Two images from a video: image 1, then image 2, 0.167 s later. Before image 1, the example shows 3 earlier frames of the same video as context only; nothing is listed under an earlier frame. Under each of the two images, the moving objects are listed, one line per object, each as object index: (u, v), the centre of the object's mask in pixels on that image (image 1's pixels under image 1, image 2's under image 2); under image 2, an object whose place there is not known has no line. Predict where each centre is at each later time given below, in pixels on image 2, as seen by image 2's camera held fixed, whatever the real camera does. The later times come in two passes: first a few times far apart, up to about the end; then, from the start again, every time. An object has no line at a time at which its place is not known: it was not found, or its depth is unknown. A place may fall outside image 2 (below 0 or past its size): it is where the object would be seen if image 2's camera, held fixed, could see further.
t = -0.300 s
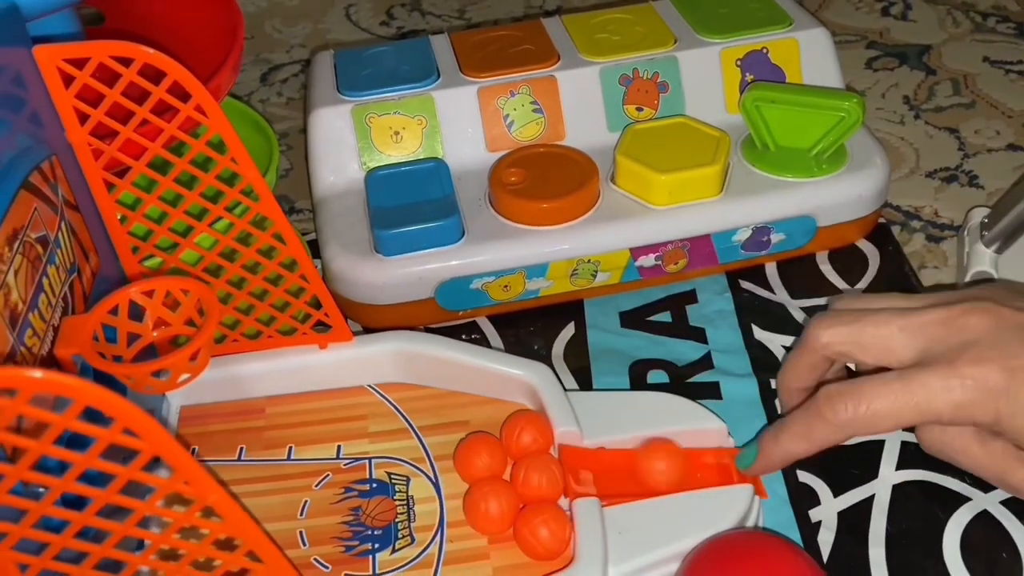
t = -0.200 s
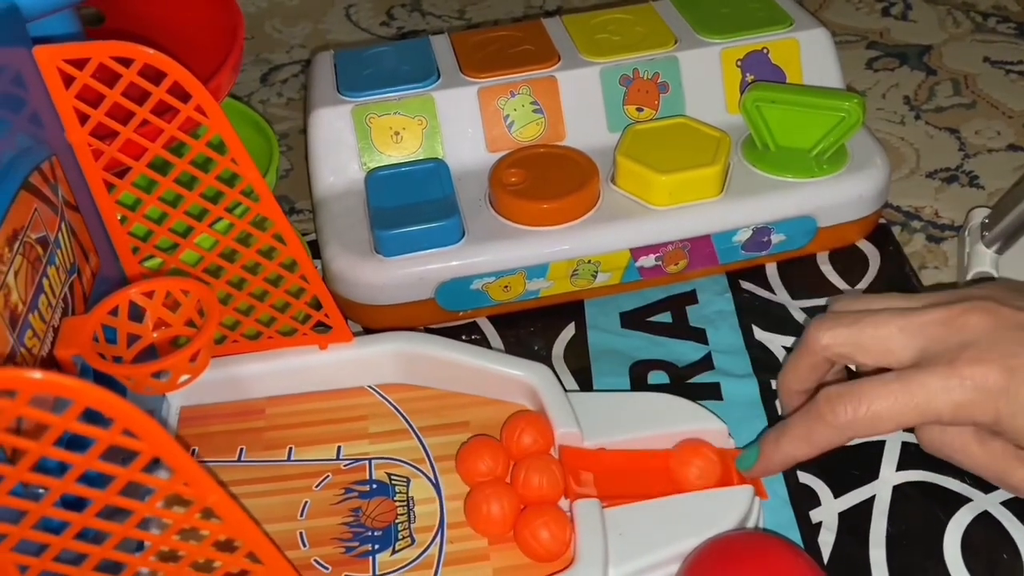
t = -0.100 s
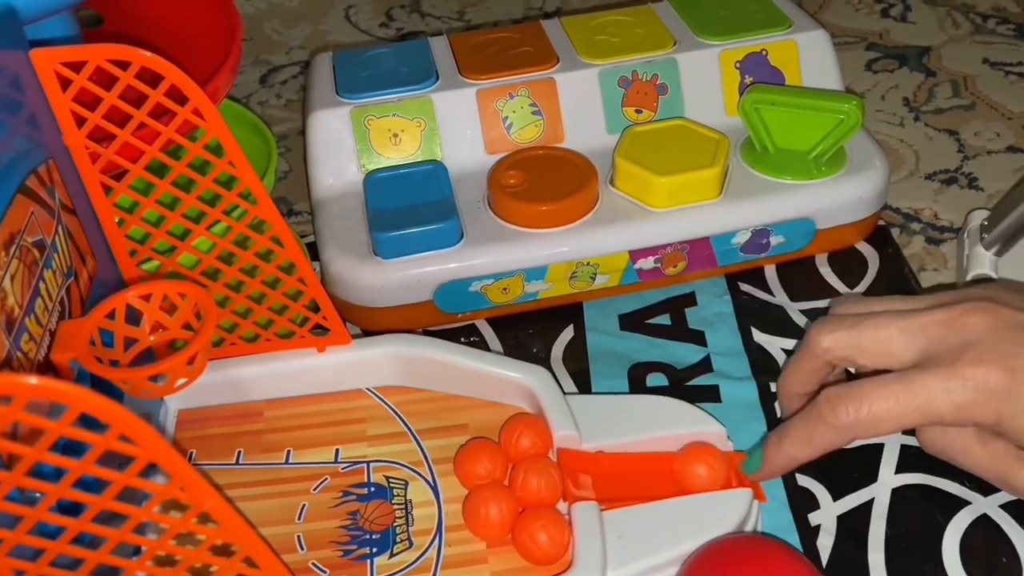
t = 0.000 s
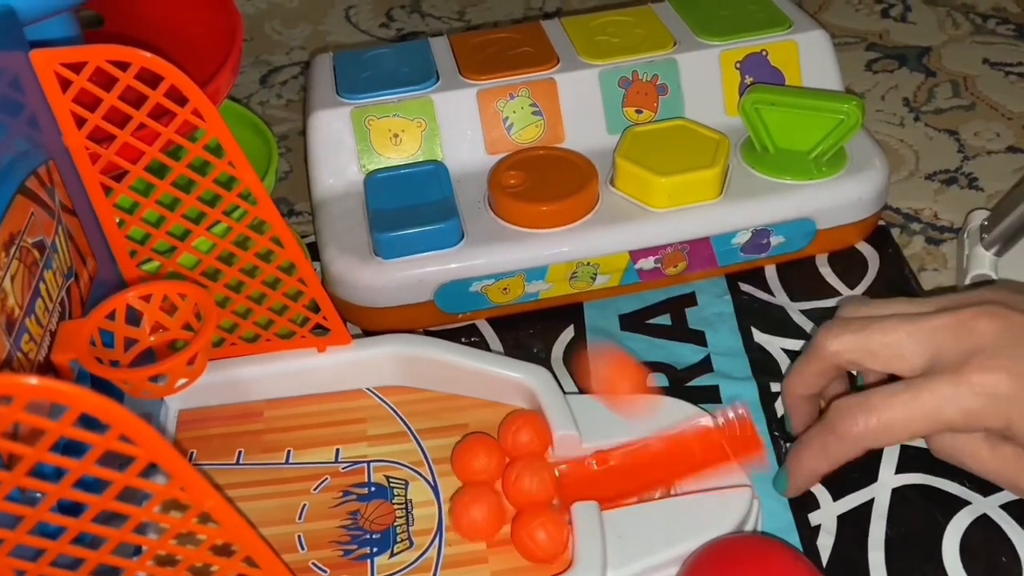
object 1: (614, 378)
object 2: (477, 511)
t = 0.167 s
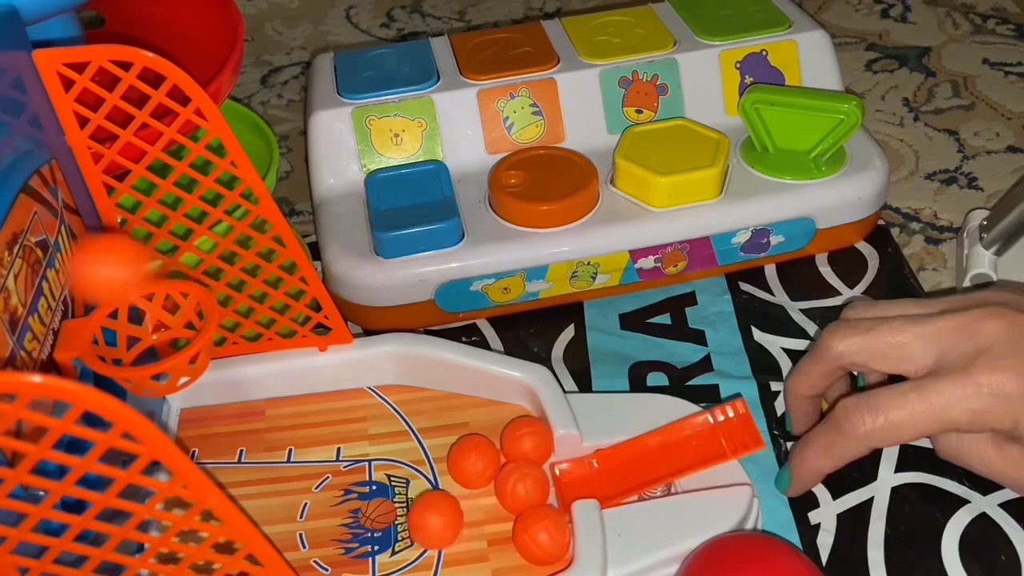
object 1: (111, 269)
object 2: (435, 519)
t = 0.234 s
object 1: (165, 318)
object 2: (423, 510)
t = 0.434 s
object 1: (157, 344)
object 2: (394, 491)
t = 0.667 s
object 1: (248, 490)
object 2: (383, 509)
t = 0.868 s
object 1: (348, 552)
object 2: (401, 518)
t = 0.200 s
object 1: (164, 286)
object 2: (429, 515)
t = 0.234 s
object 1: (165, 318)
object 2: (423, 510)
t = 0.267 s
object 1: (135, 335)
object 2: (418, 505)
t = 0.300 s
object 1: (153, 328)
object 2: (413, 501)
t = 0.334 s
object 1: (162, 336)
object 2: (409, 496)
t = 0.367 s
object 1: (150, 340)
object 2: (404, 492)
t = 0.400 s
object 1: (164, 332)
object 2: (399, 491)
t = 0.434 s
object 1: (157, 344)
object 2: (394, 491)
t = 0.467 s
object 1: (158, 338)
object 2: (390, 492)
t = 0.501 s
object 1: (158, 344)
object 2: (387, 494)
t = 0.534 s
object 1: (159, 344)
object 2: (386, 496)
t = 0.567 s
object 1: (155, 347)
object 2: (384, 499)
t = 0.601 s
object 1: (169, 349)
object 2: (383, 502)
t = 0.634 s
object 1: (209, 425)
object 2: (383, 506)
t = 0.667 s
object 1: (248, 490)
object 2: (383, 509)
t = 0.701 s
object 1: (268, 515)
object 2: (384, 512)
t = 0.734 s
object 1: (273, 515)
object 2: (387, 515)
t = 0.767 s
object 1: (290, 535)
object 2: (390, 517)
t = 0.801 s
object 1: (304, 542)
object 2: (393, 518)
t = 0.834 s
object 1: (324, 549)
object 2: (397, 518)
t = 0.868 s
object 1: (348, 552)
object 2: (401, 518)
